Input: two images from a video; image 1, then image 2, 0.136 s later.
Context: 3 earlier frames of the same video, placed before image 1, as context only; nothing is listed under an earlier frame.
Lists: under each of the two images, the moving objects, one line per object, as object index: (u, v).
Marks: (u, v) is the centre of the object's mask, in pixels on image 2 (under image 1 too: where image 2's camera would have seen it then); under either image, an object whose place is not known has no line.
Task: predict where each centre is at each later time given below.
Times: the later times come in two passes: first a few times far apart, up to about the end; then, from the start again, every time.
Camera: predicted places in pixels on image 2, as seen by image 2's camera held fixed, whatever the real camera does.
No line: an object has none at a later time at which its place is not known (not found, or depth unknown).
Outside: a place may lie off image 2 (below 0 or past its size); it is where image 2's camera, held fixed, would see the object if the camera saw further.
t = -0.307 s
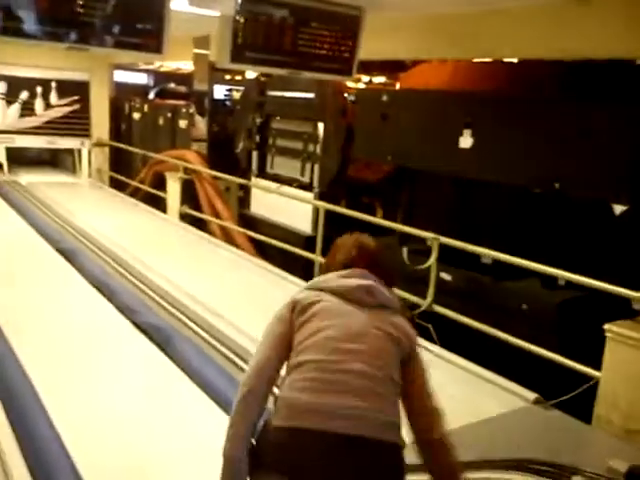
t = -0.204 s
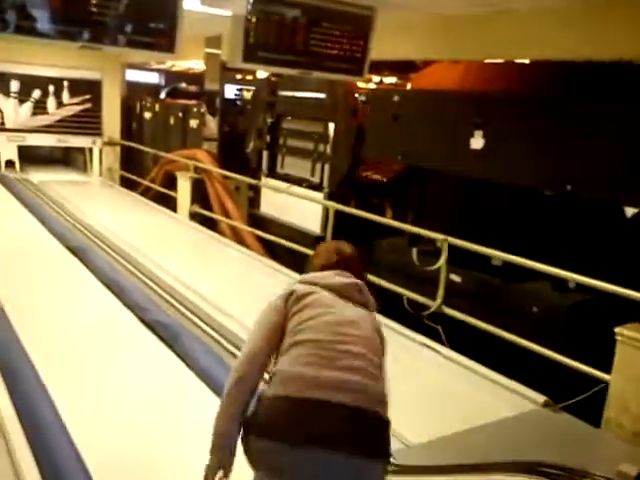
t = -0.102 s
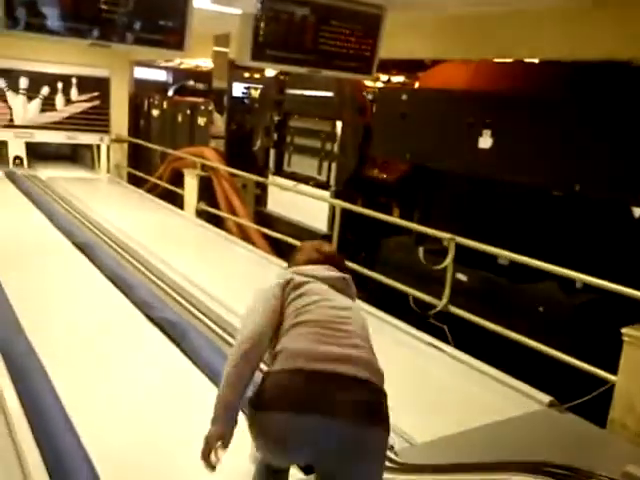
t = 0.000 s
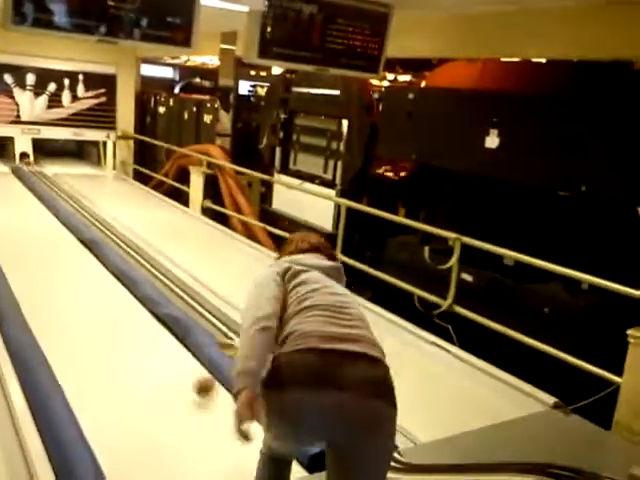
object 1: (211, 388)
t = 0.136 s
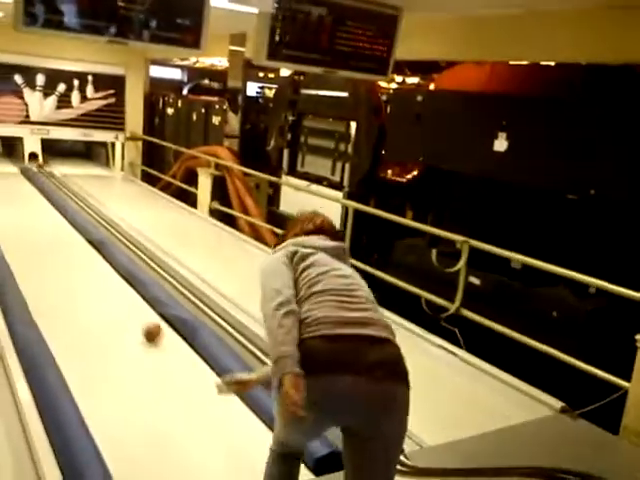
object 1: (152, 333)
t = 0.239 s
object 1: (121, 300)
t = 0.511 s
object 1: (67, 244)
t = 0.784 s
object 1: (34, 210)
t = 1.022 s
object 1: (15, 191)
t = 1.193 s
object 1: (4, 180)
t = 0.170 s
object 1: (141, 322)
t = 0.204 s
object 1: (131, 311)
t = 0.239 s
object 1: (121, 300)
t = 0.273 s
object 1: (112, 292)
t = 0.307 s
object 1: (104, 283)
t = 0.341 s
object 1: (96, 275)
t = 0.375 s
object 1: (90, 268)
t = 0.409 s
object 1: (83, 261)
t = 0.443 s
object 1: (77, 255)
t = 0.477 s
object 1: (72, 249)
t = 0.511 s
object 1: (67, 244)
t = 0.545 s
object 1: (61, 238)
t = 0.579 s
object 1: (57, 234)
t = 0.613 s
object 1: (53, 229)
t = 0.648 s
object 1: (48, 225)
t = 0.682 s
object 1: (45, 221)
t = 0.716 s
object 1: (41, 217)
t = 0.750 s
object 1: (37, 213)
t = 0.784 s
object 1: (34, 210)
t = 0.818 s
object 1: (31, 207)
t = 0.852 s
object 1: (28, 204)
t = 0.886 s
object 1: (25, 201)
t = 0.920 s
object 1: (22, 198)
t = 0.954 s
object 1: (20, 196)
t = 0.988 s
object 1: (17, 193)
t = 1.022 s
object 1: (15, 191)
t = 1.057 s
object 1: (12, 189)
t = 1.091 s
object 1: (10, 187)
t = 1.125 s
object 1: (8, 184)
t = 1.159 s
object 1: (6, 182)
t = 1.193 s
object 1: (4, 180)
